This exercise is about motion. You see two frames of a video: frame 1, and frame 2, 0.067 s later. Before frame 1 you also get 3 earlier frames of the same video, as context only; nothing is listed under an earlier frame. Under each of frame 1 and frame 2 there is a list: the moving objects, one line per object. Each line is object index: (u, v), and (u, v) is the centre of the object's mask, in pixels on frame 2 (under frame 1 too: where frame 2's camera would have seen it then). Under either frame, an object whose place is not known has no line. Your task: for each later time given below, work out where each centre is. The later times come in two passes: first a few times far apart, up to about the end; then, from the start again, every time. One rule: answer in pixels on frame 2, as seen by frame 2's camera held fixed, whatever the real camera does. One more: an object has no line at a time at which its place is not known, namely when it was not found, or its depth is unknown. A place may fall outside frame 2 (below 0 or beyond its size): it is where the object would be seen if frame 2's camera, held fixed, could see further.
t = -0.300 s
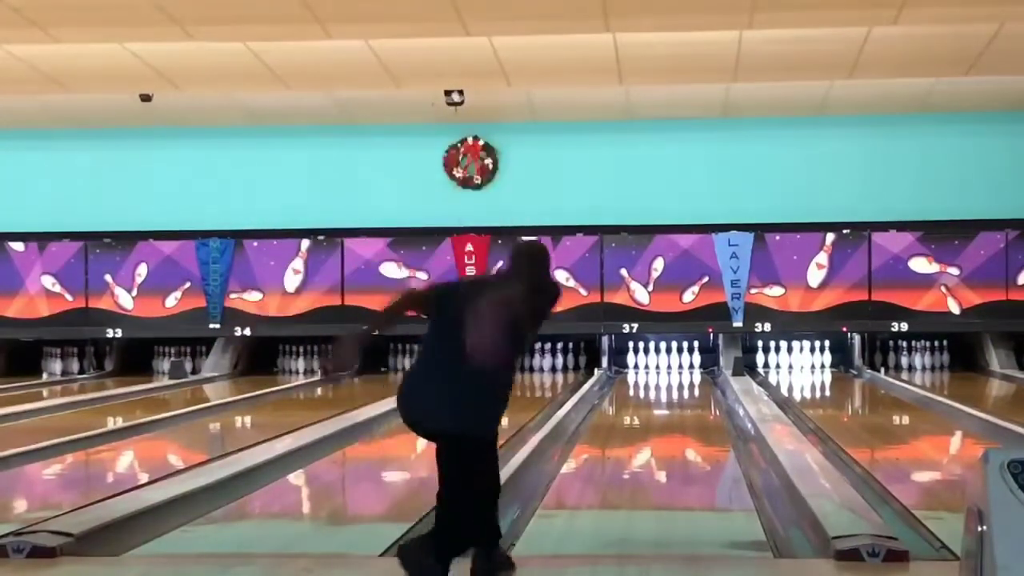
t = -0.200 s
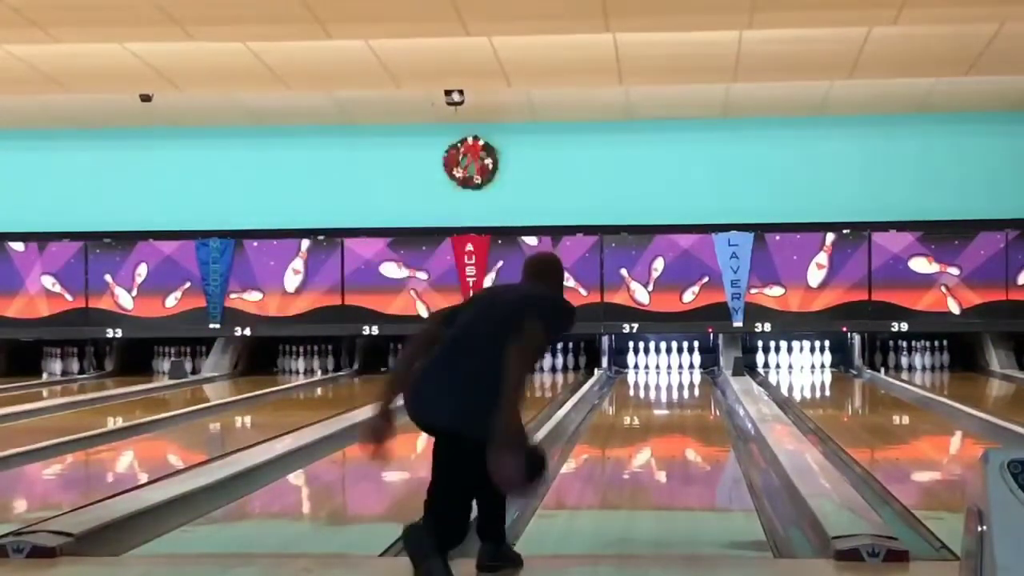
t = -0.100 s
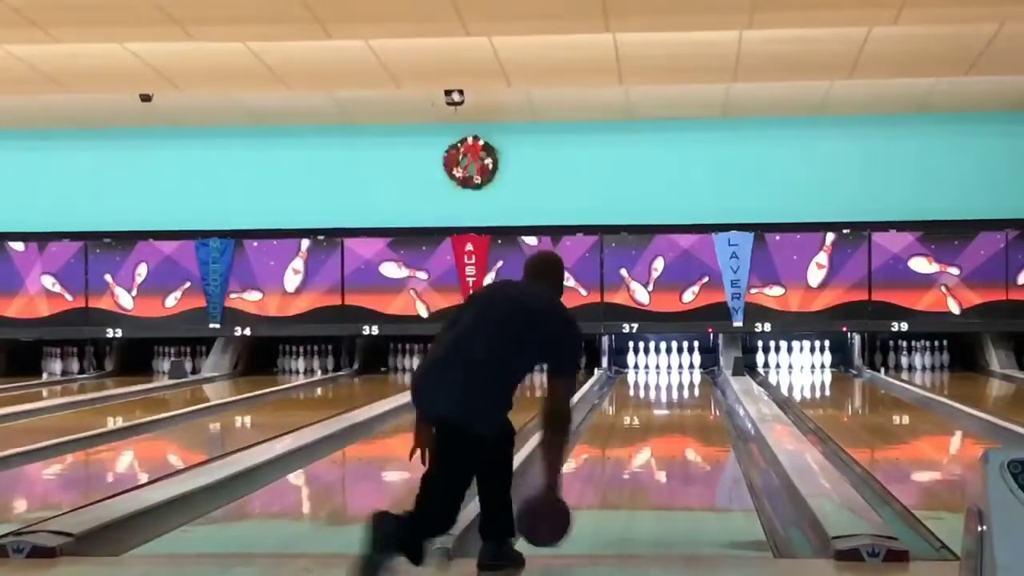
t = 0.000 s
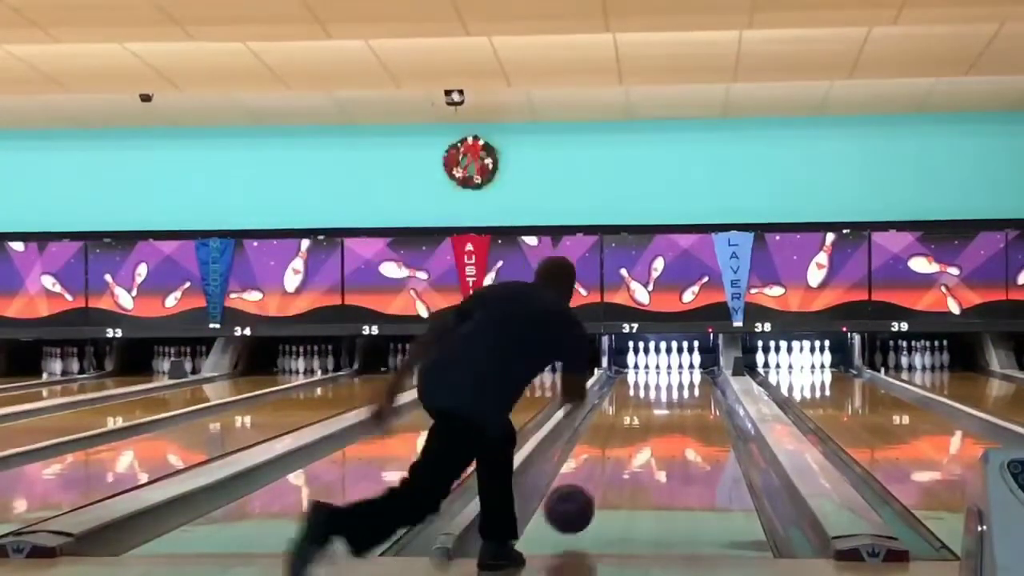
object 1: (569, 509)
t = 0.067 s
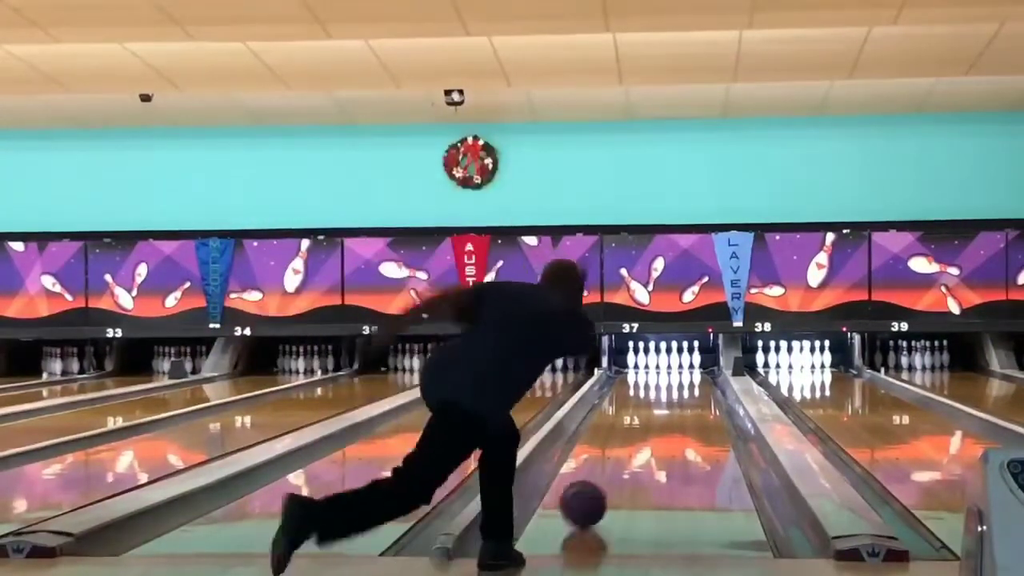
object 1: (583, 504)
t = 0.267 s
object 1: (615, 472)
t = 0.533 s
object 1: (646, 444)
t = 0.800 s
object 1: (666, 423)
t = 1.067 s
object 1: (680, 408)
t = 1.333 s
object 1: (690, 395)
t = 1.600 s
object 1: (697, 385)
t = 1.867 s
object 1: (698, 379)
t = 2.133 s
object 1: (691, 372)
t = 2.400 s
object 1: (678, 367)
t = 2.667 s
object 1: (669, 363)
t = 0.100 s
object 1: (589, 497)
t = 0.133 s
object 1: (595, 492)
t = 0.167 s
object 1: (601, 487)
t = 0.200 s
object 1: (606, 482)
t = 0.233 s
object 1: (610, 477)
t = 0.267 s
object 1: (615, 472)
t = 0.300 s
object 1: (620, 468)
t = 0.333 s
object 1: (624, 464)
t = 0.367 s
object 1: (627, 460)
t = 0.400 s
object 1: (631, 457)
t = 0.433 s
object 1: (636, 453)
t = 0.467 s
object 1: (640, 450)
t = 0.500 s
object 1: (643, 447)
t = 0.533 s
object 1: (646, 444)
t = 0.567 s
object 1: (650, 440)
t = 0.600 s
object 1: (653, 437)
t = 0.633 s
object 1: (655, 435)
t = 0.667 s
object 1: (657, 432)
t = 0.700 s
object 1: (660, 430)
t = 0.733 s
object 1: (662, 427)
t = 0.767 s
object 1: (664, 425)
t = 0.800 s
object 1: (666, 423)
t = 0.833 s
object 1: (668, 421)
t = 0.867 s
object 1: (670, 420)
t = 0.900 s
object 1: (673, 417)
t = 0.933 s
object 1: (674, 415)
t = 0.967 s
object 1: (676, 413)
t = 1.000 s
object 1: (678, 411)
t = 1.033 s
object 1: (679, 409)
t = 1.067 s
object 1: (680, 408)
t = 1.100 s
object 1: (682, 406)
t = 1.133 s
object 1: (684, 403)
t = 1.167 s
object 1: (685, 402)
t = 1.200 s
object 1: (687, 401)
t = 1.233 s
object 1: (688, 399)
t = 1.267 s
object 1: (689, 397)
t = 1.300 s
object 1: (690, 396)
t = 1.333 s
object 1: (690, 395)
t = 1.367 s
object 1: (693, 394)
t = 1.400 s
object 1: (694, 392)
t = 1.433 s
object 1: (694, 391)
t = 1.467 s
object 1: (694, 390)
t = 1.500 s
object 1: (695, 389)
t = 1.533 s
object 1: (696, 387)
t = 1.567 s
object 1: (696, 386)
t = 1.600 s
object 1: (697, 385)
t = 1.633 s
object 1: (697, 384)
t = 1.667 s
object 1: (698, 383)
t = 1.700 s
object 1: (698, 382)
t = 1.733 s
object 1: (698, 381)
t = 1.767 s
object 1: (698, 380)
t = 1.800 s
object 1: (698, 379)
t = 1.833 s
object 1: (698, 379)
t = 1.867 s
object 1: (698, 379)
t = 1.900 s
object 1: (696, 377)
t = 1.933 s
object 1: (696, 376)
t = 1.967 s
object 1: (696, 376)
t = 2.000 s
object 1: (695, 375)
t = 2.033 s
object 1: (694, 374)
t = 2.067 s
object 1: (693, 373)
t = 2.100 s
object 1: (692, 372)
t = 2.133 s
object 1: (691, 372)
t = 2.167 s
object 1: (689, 370)
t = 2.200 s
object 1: (687, 370)
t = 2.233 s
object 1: (686, 369)
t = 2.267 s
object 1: (685, 368)
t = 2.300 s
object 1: (684, 368)
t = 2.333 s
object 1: (682, 367)
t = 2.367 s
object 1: (679, 367)
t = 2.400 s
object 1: (678, 367)
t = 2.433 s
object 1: (676, 366)
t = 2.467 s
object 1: (675, 366)
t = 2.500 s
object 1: (673, 365)
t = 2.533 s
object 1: (672, 364)
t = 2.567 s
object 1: (670, 365)
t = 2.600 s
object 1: (670, 364)
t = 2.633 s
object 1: (670, 363)
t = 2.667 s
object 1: (669, 363)
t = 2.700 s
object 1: (668, 363)
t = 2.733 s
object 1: (668, 363)
